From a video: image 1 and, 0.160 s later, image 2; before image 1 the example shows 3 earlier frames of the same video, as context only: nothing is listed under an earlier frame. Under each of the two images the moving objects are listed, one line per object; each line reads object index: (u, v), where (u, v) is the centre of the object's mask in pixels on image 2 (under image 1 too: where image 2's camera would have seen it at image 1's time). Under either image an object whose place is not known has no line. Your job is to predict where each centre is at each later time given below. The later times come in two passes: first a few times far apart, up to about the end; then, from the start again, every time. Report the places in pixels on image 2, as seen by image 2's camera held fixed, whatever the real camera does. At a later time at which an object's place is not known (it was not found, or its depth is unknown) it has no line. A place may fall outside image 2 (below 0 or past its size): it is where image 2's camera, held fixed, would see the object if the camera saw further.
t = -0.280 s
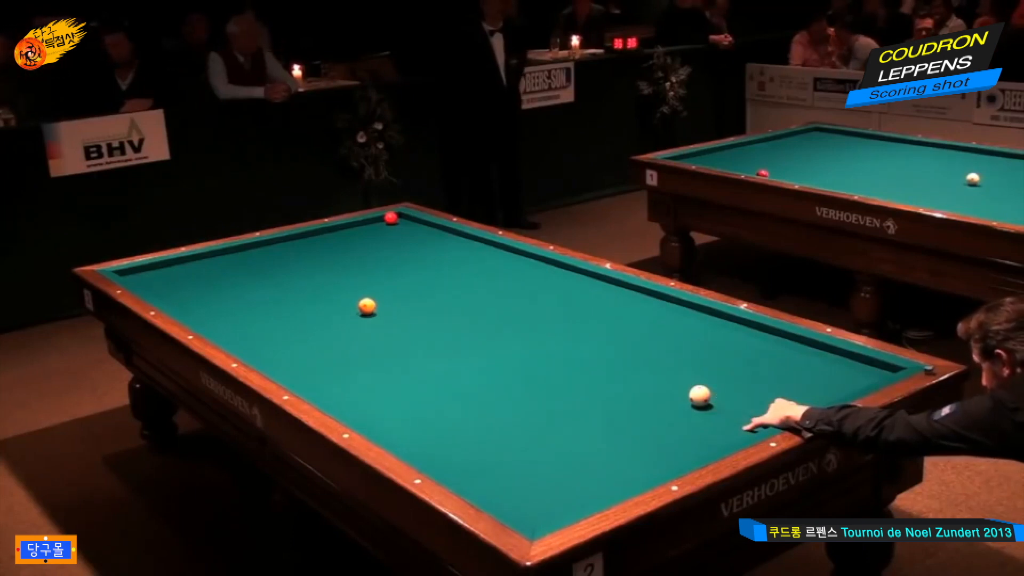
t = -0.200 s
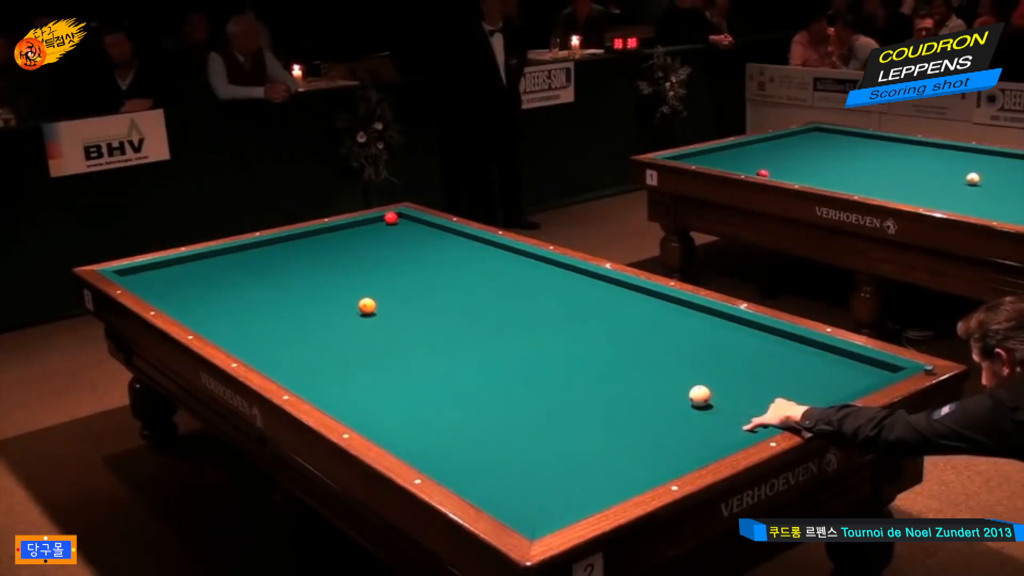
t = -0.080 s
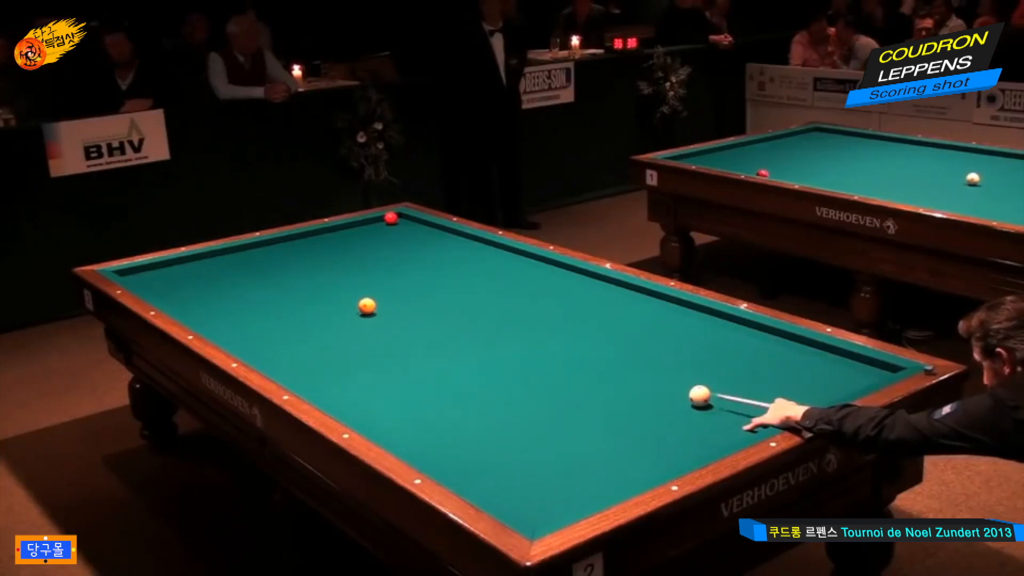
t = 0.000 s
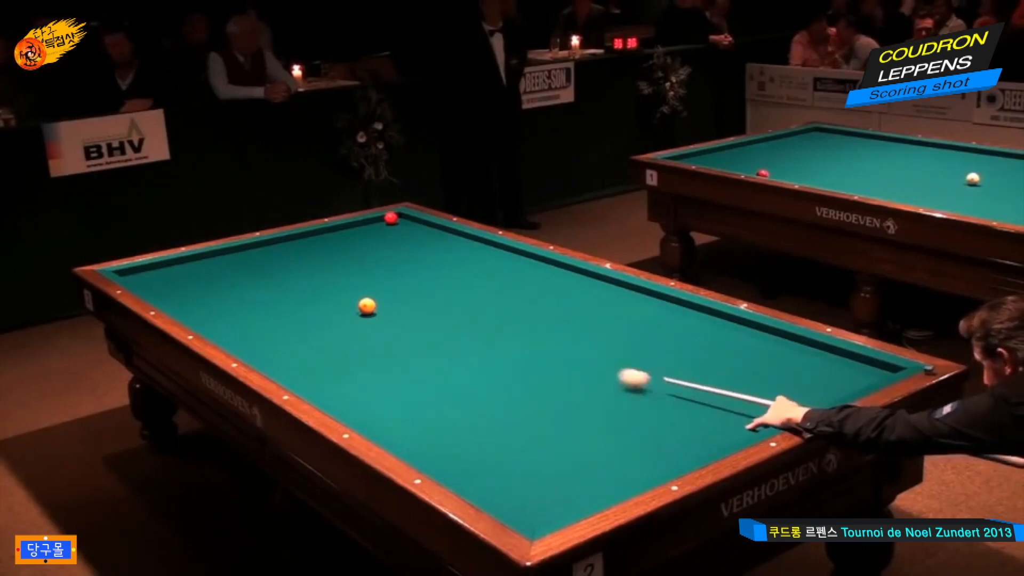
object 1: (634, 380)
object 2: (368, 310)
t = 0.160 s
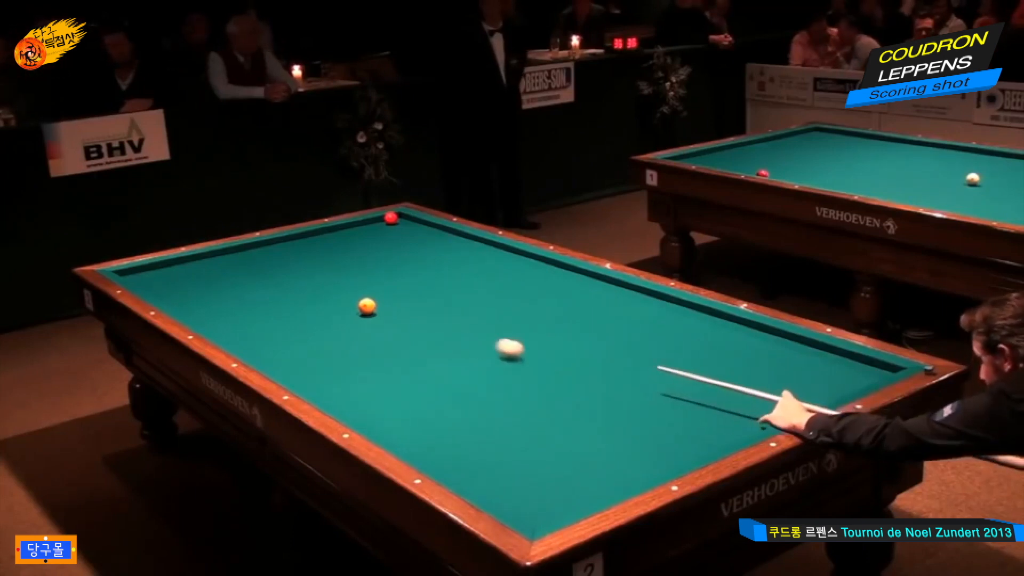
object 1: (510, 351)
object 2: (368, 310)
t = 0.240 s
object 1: (458, 338)
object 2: (368, 310)
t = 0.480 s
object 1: (324, 311)
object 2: (373, 303)
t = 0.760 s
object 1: (174, 298)
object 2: (391, 284)
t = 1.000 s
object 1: (162, 265)
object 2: (404, 270)
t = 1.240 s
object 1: (252, 269)
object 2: (416, 256)
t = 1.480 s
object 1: (338, 271)
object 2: (426, 244)
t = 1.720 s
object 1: (421, 272)
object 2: (436, 234)
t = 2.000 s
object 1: (520, 273)
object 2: (420, 229)
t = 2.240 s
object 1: (588, 279)
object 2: (397, 227)
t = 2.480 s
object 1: (603, 302)
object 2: (374, 227)
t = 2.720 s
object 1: (623, 327)
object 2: (353, 226)
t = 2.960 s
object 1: (645, 354)
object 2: (341, 228)
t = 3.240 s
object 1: (676, 392)
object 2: (333, 233)
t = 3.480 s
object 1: (706, 429)
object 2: (326, 238)
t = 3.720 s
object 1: (670, 445)
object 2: (319, 242)
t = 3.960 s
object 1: (596, 445)
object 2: (312, 246)
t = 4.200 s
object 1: (523, 445)
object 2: (305, 250)
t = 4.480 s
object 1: (441, 446)
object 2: (298, 255)
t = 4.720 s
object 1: (408, 434)
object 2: (291, 259)
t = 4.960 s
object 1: (408, 413)
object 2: (285, 263)
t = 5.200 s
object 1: (409, 393)
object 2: (279, 267)
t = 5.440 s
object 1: (410, 376)
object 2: (273, 270)
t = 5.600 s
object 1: (411, 366)
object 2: (269, 273)
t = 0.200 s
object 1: (483, 344)
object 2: (368, 310)
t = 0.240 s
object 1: (458, 338)
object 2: (368, 310)
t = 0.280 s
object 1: (435, 332)
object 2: (368, 310)
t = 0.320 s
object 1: (412, 326)
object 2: (368, 310)
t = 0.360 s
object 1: (391, 320)
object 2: (368, 310)
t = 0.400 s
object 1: (370, 316)
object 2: (368, 304)
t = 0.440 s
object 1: (348, 312)
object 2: (370, 307)
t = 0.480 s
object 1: (324, 311)
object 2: (373, 303)
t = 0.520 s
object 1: (301, 309)
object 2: (376, 300)
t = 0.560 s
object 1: (279, 308)
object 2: (380, 297)
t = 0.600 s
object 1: (257, 306)
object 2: (382, 294)
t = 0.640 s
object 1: (236, 304)
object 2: (384, 291)
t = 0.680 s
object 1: (215, 302)
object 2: (387, 289)
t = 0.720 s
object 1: (194, 300)
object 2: (389, 286)
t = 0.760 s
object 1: (174, 298)
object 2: (391, 284)
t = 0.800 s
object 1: (159, 294)
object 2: (393, 281)
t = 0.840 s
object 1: (160, 289)
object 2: (396, 279)
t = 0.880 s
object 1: (162, 282)
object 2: (398, 277)
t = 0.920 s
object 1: (162, 276)
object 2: (400, 274)
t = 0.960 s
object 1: (162, 271)
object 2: (402, 272)
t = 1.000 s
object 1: (162, 265)
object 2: (404, 270)
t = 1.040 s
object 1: (173, 264)
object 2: (406, 267)
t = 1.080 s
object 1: (189, 265)
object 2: (408, 265)
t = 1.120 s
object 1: (205, 266)
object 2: (410, 263)
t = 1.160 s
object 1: (221, 267)
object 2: (412, 261)
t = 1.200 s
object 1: (236, 268)
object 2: (414, 258)
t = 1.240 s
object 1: (252, 269)
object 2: (416, 256)
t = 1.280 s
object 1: (267, 269)
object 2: (418, 254)
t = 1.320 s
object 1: (282, 270)
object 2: (419, 252)
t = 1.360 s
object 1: (296, 270)
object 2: (421, 250)
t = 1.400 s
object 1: (310, 270)
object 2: (423, 248)
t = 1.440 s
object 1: (324, 271)
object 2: (425, 246)
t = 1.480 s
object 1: (338, 271)
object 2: (426, 244)
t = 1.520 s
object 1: (352, 271)
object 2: (428, 242)
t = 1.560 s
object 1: (366, 271)
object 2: (430, 241)
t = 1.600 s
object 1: (380, 271)
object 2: (431, 239)
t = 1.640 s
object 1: (394, 271)
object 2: (433, 237)
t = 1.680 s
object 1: (408, 272)
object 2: (435, 235)
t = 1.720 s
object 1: (421, 272)
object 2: (436, 234)
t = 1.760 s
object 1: (435, 272)
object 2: (438, 232)
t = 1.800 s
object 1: (449, 272)
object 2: (439, 230)
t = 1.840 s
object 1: (463, 272)
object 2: (437, 229)
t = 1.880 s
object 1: (478, 273)
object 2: (432, 229)
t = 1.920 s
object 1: (491, 273)
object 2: (428, 229)
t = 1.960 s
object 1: (506, 273)
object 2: (424, 229)
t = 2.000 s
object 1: (520, 273)
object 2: (420, 229)
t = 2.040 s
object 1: (534, 273)
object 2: (416, 228)
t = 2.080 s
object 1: (548, 273)
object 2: (412, 228)
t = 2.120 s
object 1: (563, 273)
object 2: (408, 227)
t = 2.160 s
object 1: (577, 274)
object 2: (404, 227)
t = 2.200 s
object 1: (587, 275)
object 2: (401, 227)
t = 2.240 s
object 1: (588, 279)
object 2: (397, 227)
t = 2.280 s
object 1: (589, 283)
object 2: (393, 227)
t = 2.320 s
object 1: (591, 287)
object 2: (389, 227)
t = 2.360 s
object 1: (593, 291)
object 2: (385, 227)
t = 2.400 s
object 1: (597, 294)
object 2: (382, 227)
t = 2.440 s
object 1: (599, 298)
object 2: (378, 227)
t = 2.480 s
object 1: (603, 302)
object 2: (374, 227)
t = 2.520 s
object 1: (606, 306)
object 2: (371, 226)
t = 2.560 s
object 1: (609, 310)
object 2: (367, 226)
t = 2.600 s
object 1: (612, 314)
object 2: (364, 226)
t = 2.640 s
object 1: (615, 318)
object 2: (360, 226)
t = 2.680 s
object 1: (619, 322)
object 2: (356, 226)
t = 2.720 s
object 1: (623, 327)
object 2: (353, 226)
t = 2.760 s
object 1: (626, 331)
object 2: (349, 226)
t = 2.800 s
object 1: (630, 335)
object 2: (346, 226)
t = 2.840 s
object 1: (633, 340)
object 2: (344, 226)
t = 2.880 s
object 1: (637, 345)
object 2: (343, 227)
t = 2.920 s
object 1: (641, 350)
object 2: (342, 228)
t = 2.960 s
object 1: (645, 354)
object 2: (341, 228)
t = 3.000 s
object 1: (650, 359)
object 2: (340, 229)
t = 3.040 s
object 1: (653, 365)
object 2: (338, 230)
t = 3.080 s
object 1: (657, 369)
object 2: (337, 231)
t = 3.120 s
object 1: (662, 375)
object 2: (336, 231)
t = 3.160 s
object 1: (667, 381)
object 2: (335, 232)
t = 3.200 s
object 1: (671, 386)
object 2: (334, 233)
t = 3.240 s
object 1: (676, 392)
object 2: (333, 233)
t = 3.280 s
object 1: (680, 398)
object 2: (331, 234)
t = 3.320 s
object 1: (685, 404)
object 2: (330, 235)
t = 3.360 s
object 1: (690, 410)
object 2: (329, 235)
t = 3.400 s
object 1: (695, 416)
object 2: (328, 236)
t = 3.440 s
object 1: (701, 422)
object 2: (327, 237)
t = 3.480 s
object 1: (706, 429)
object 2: (326, 238)
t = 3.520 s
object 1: (711, 436)
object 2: (325, 238)
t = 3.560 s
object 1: (715, 440)
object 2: (323, 239)
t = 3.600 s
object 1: (713, 442)
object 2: (322, 240)
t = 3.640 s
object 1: (698, 444)
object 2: (321, 241)
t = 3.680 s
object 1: (684, 445)
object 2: (320, 241)
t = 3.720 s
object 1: (670, 445)
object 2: (319, 242)
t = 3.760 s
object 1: (658, 445)
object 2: (318, 242)
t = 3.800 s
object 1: (645, 445)
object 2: (316, 243)
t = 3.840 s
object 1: (633, 445)
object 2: (315, 244)
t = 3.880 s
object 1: (620, 445)
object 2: (314, 245)
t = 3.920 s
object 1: (608, 445)
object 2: (313, 245)
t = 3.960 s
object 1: (596, 445)
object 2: (312, 246)
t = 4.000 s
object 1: (584, 445)
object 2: (311, 247)
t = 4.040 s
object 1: (571, 445)
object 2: (310, 248)
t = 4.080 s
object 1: (559, 445)
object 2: (309, 248)
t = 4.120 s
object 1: (547, 445)
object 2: (307, 249)
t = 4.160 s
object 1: (535, 445)
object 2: (306, 250)
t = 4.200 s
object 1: (523, 445)
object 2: (305, 250)
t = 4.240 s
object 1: (511, 445)
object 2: (304, 251)
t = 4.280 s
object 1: (499, 445)
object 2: (303, 252)
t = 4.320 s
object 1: (488, 445)
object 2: (302, 253)
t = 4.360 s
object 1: (476, 445)
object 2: (301, 253)
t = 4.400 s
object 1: (464, 445)
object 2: (300, 254)
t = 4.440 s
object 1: (452, 445)
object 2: (299, 254)
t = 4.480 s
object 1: (441, 446)
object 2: (298, 255)
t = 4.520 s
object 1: (429, 445)
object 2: (297, 256)
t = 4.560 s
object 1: (419, 444)
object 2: (296, 256)
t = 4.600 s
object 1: (409, 442)
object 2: (295, 257)
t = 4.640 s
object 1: (408, 439)
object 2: (293, 258)
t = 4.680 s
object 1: (408, 437)
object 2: (292, 259)
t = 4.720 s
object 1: (408, 434)
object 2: (291, 259)
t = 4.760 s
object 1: (407, 430)
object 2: (290, 260)
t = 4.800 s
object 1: (408, 426)
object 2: (289, 261)
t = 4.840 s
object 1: (408, 423)
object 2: (288, 261)
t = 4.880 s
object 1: (408, 420)
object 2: (287, 262)
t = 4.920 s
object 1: (408, 416)
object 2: (286, 262)
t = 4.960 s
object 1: (408, 413)
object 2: (285, 263)
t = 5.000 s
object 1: (408, 409)
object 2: (284, 264)
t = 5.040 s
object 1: (409, 406)
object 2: (283, 264)
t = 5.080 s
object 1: (409, 403)
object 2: (282, 265)
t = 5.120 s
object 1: (409, 399)
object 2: (281, 266)
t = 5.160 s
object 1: (409, 397)
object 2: (280, 266)
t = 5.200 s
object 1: (409, 393)
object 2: (279, 267)
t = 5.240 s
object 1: (409, 390)
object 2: (278, 268)
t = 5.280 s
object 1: (409, 387)
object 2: (277, 268)
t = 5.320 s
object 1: (410, 384)
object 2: (276, 269)
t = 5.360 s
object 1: (410, 382)
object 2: (275, 269)
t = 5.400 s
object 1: (410, 379)
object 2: (274, 270)
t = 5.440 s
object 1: (410, 376)
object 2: (273, 270)
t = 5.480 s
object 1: (410, 373)
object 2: (272, 271)
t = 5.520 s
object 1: (410, 371)
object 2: (271, 272)
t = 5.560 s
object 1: (411, 368)
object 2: (270, 272)
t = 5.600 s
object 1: (411, 366)
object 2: (269, 273)
